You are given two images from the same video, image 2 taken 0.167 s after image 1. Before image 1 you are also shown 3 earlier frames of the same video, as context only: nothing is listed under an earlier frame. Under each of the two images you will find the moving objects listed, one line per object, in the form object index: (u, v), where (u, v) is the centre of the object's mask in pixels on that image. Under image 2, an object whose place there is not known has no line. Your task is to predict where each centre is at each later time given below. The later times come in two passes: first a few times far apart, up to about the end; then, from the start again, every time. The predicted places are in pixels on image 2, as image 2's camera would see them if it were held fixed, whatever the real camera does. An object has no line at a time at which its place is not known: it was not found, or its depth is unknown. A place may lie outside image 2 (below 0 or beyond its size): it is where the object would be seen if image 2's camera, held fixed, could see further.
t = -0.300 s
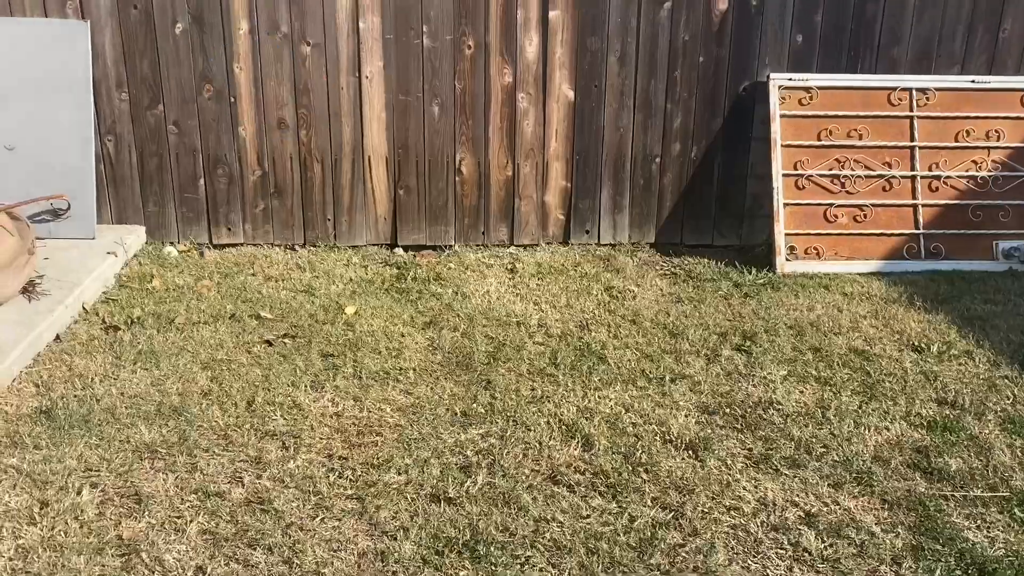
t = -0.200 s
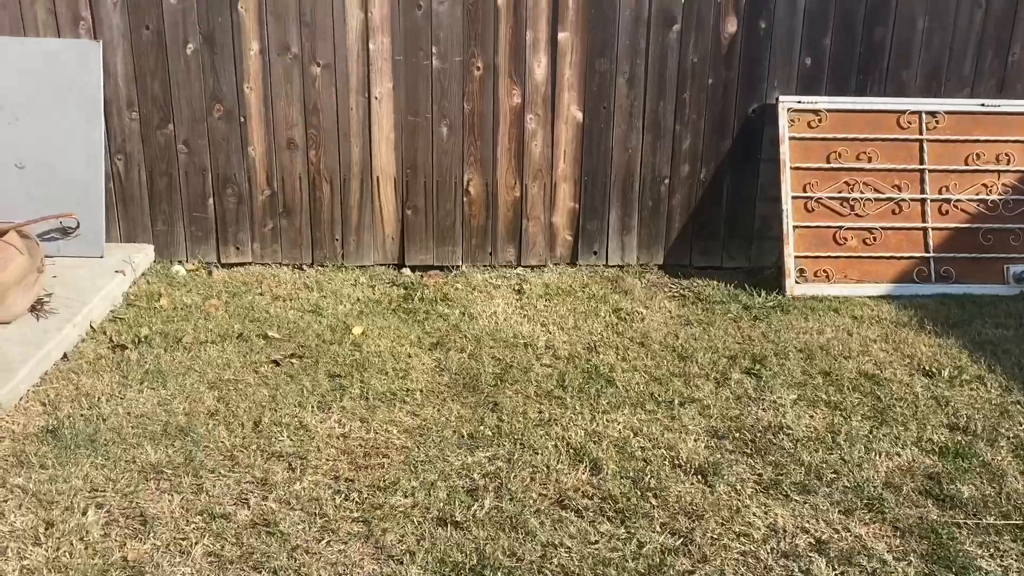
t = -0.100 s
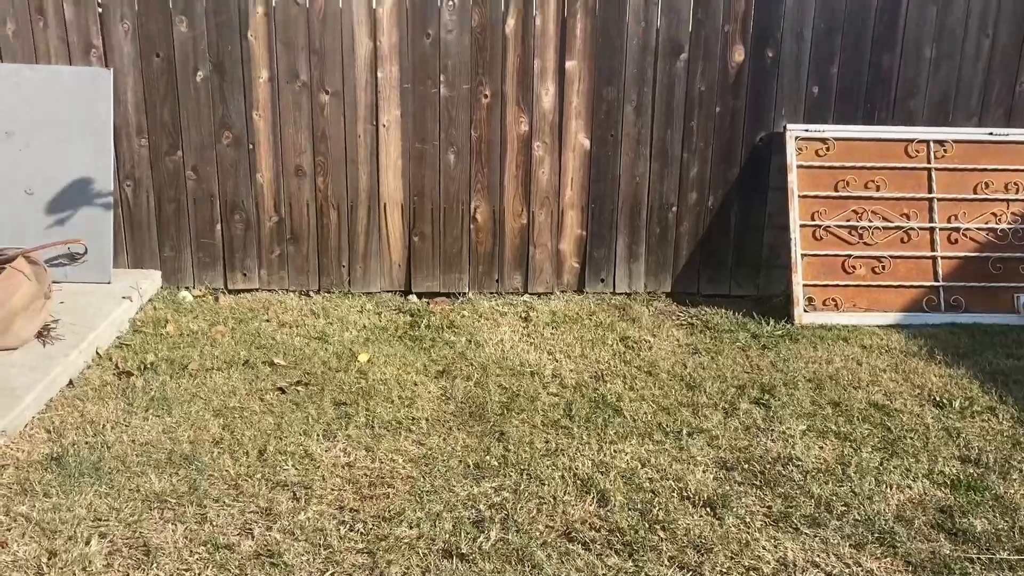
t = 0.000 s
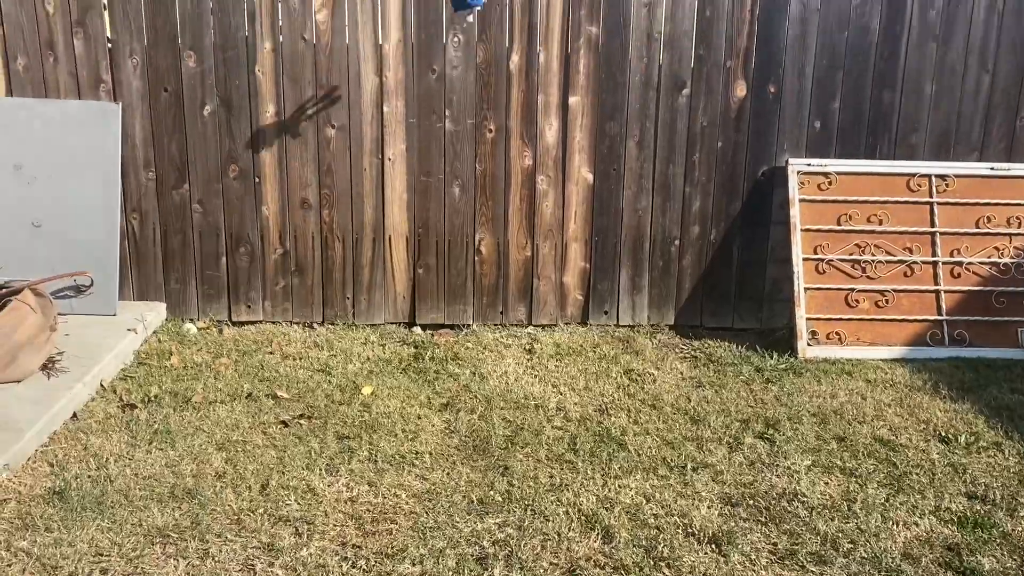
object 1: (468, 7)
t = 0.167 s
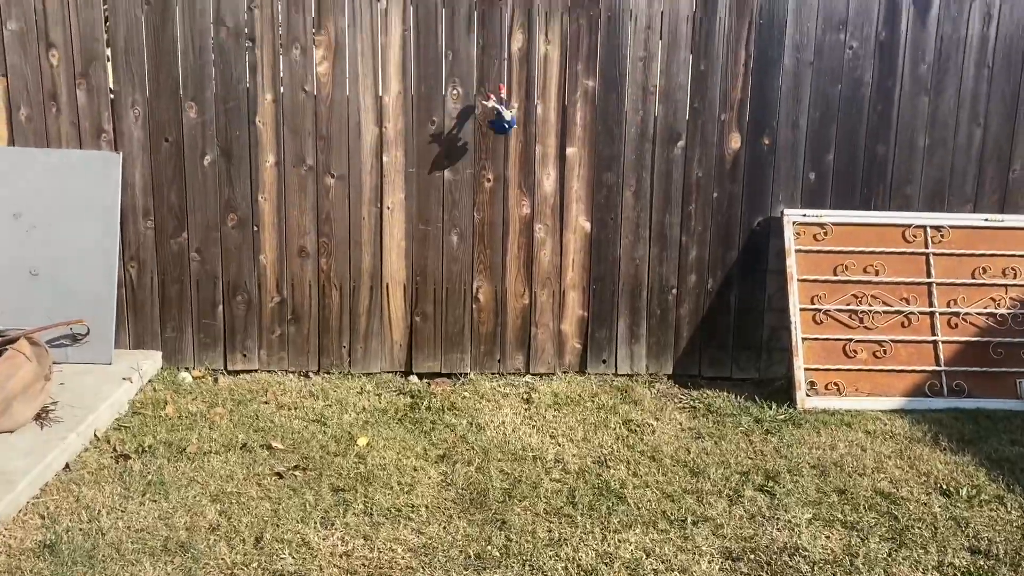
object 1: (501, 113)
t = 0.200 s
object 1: (512, 130)
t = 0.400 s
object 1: (577, 286)
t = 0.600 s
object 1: (632, 398)
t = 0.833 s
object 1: (687, 397)
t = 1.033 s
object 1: (698, 409)
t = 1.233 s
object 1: (693, 411)
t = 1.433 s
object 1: (693, 411)
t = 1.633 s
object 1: (693, 411)
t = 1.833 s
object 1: (693, 411)
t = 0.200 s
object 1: (512, 130)
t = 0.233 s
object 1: (520, 152)
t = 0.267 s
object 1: (529, 175)
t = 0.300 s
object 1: (542, 199)
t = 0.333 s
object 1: (553, 225)
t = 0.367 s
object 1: (565, 255)
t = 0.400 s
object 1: (577, 286)
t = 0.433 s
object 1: (591, 322)
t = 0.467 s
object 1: (601, 356)
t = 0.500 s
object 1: (609, 392)
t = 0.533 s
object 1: (618, 417)
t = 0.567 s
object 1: (625, 408)
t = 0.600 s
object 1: (632, 398)
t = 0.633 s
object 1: (637, 391)
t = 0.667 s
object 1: (641, 384)
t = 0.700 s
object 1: (650, 379)
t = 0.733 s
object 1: (659, 378)
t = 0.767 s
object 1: (670, 381)
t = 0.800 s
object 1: (680, 387)
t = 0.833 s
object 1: (687, 397)
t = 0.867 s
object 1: (690, 404)
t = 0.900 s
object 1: (697, 411)
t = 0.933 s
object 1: (698, 411)
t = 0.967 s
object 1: (699, 411)
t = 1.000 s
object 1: (698, 409)
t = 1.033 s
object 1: (698, 409)
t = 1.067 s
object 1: (699, 409)
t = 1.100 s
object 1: (698, 410)
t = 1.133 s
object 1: (698, 410)
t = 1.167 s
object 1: (697, 410)
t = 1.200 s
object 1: (696, 410)
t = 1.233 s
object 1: (693, 411)
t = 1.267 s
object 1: (695, 411)
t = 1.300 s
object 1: (693, 411)
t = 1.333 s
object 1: (693, 411)
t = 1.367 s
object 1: (693, 411)
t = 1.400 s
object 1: (693, 411)
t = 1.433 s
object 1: (693, 411)
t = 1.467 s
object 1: (693, 411)
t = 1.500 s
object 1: (693, 411)
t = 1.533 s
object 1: (693, 411)
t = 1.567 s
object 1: (693, 411)
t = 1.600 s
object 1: (693, 411)
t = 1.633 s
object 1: (693, 411)
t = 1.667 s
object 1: (693, 412)
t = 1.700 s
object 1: (693, 412)
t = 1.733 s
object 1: (693, 412)
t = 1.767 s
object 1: (693, 411)
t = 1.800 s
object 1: (693, 411)
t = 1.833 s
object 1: (693, 411)
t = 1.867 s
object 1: (693, 411)
